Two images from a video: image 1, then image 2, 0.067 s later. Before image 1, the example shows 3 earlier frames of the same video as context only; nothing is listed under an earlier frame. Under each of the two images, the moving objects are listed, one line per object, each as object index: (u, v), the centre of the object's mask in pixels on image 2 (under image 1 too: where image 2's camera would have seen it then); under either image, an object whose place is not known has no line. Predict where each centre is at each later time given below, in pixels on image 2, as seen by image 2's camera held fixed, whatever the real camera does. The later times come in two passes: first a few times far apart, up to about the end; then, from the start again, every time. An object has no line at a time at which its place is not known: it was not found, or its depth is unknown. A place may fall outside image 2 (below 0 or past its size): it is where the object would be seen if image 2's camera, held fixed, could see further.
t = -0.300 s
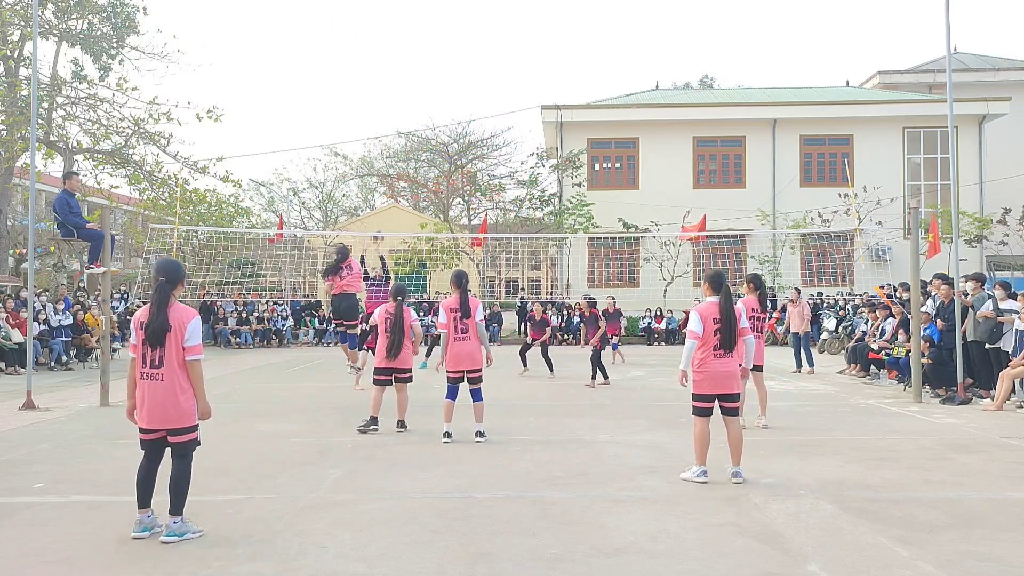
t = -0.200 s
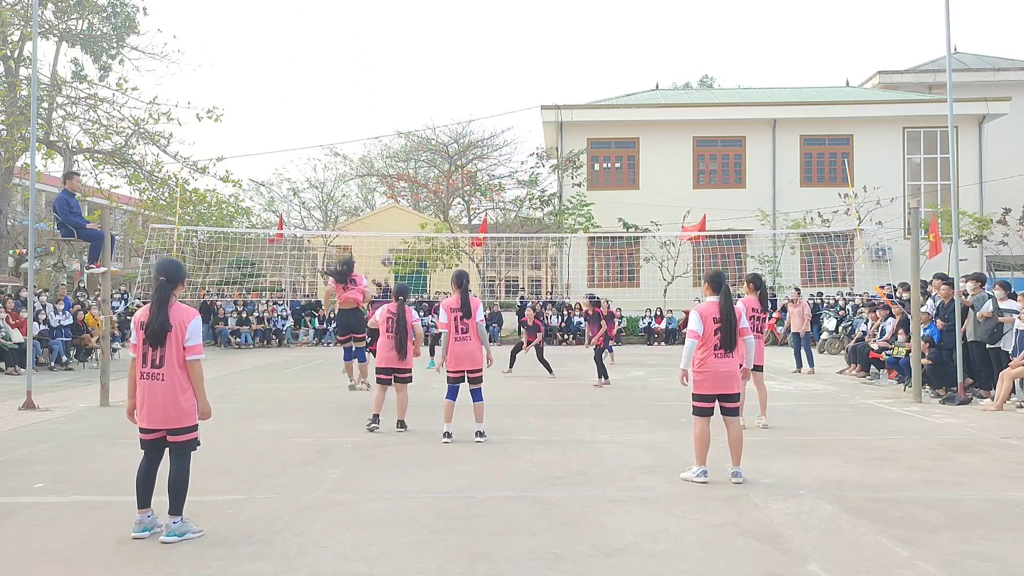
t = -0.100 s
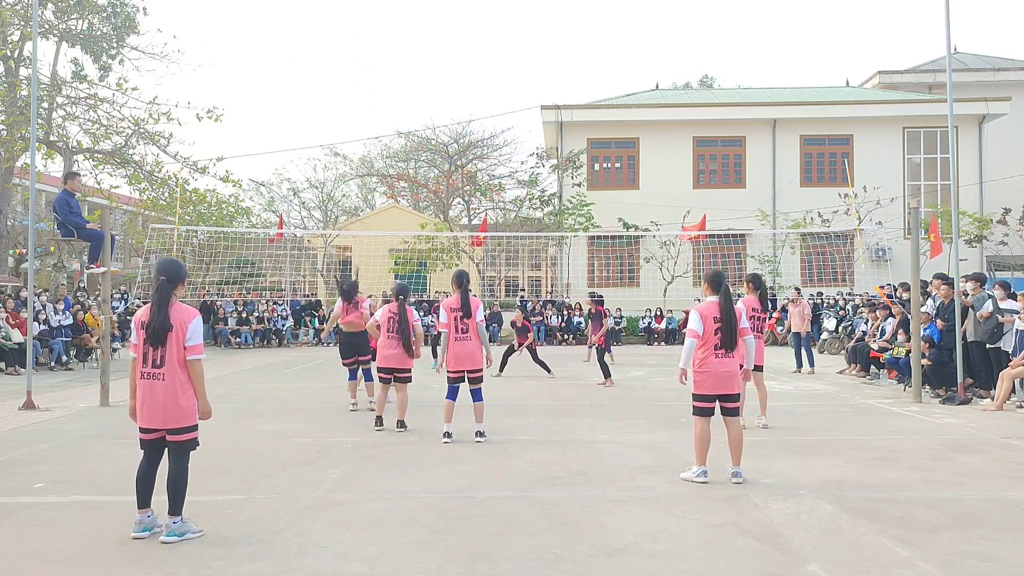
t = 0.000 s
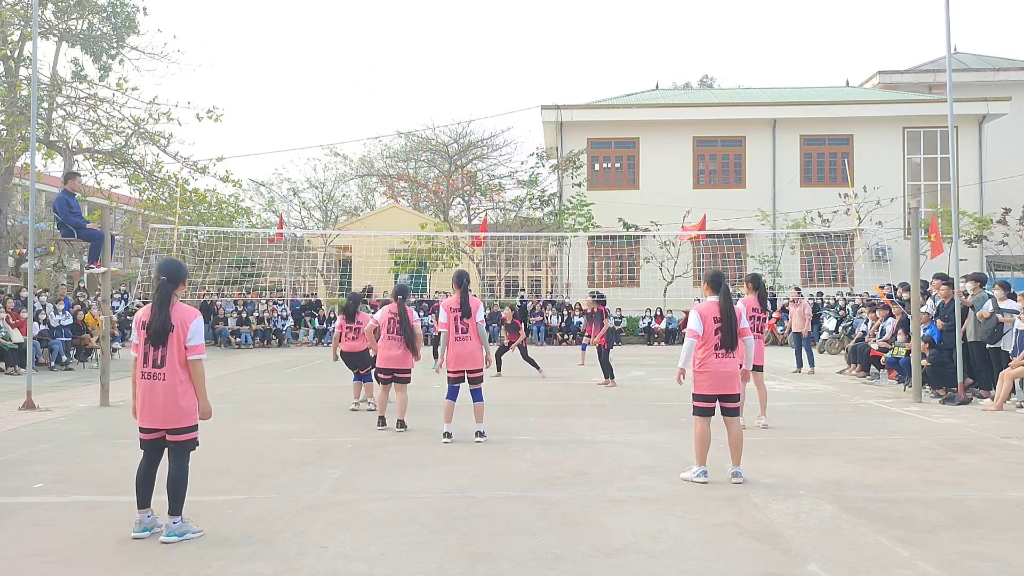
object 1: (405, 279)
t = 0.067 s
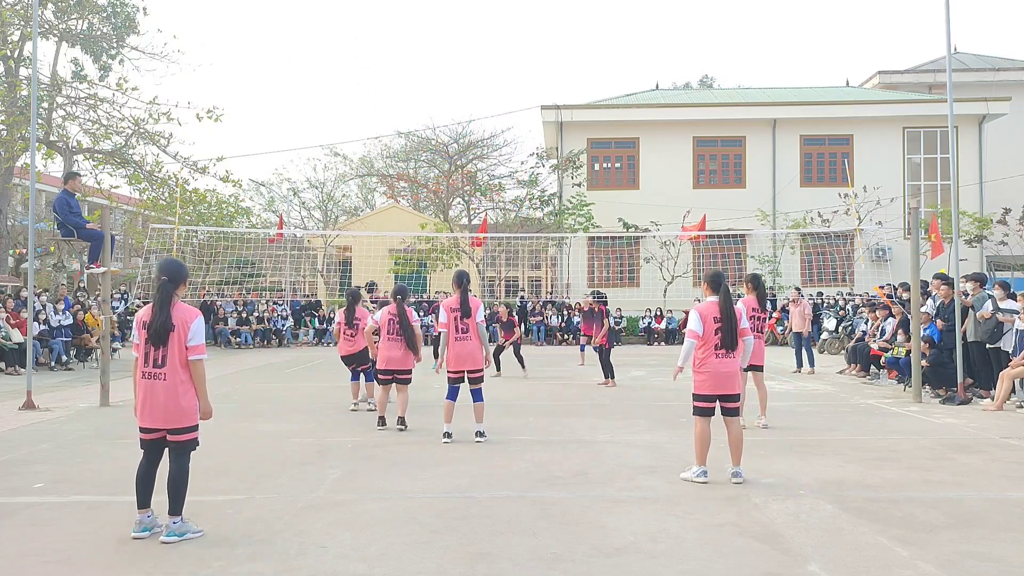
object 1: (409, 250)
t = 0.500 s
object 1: (442, 104)
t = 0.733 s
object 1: (461, 74)
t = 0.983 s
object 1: (483, 81)
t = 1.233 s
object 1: (505, 130)
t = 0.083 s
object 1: (410, 243)
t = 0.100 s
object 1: (410, 235)
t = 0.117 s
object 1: (412, 226)
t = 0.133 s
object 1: (413, 219)
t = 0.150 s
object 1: (414, 211)
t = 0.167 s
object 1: (416, 204)
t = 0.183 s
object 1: (416, 200)
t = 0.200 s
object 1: (417, 192)
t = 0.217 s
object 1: (419, 184)
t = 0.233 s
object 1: (422, 180)
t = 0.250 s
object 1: (422, 172)
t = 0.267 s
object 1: (423, 167)
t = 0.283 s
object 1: (424, 162)
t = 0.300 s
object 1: (425, 157)
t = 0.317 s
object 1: (427, 150)
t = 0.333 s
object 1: (429, 147)
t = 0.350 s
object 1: (429, 140)
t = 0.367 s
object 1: (431, 136)
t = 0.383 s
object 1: (433, 132)
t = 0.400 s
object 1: (434, 127)
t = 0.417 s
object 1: (435, 123)
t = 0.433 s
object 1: (436, 119)
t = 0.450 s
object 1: (437, 114)
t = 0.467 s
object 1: (439, 111)
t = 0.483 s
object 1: (440, 107)
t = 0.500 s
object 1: (442, 104)
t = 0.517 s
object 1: (443, 100)
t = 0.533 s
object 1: (445, 97)
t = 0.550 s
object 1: (446, 94)
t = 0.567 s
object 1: (447, 92)
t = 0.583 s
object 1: (449, 89)
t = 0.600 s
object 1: (450, 86)
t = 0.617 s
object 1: (451, 84)
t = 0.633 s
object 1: (453, 82)
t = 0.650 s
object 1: (454, 80)
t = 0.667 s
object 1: (456, 78)
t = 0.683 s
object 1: (457, 77)
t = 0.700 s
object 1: (459, 76)
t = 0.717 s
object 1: (460, 75)
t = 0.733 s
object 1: (461, 74)
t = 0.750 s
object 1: (463, 73)
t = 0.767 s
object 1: (464, 72)
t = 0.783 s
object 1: (466, 72)
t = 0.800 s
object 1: (467, 71)
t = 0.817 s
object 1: (469, 72)
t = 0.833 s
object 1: (470, 72)
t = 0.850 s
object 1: (472, 72)
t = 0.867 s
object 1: (473, 73)
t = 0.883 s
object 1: (475, 73)
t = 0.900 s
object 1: (476, 74)
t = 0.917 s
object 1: (477, 75)
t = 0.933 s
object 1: (479, 76)
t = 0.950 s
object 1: (480, 77)
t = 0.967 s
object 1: (482, 79)
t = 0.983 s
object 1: (483, 81)
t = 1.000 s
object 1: (485, 83)
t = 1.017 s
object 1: (486, 85)
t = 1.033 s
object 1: (488, 87)
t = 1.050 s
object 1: (489, 90)
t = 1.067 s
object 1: (491, 92)
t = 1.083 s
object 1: (492, 95)
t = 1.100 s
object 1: (494, 98)
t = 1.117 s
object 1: (495, 101)
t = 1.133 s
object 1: (497, 105)
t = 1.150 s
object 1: (498, 109)
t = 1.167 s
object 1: (500, 113)
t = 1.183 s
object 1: (501, 117)
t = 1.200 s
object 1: (502, 121)
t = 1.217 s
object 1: (504, 125)
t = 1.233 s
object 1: (505, 130)
